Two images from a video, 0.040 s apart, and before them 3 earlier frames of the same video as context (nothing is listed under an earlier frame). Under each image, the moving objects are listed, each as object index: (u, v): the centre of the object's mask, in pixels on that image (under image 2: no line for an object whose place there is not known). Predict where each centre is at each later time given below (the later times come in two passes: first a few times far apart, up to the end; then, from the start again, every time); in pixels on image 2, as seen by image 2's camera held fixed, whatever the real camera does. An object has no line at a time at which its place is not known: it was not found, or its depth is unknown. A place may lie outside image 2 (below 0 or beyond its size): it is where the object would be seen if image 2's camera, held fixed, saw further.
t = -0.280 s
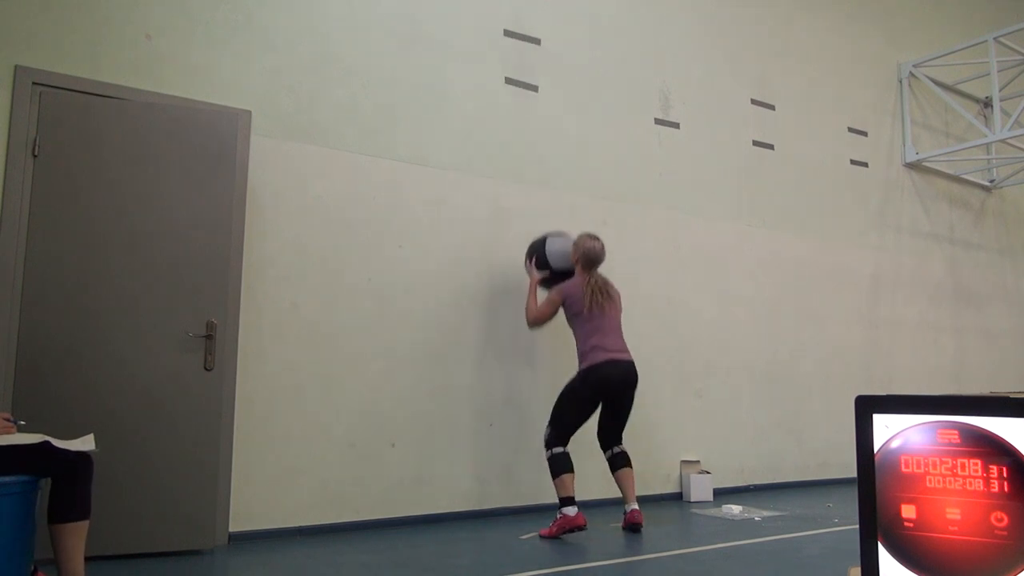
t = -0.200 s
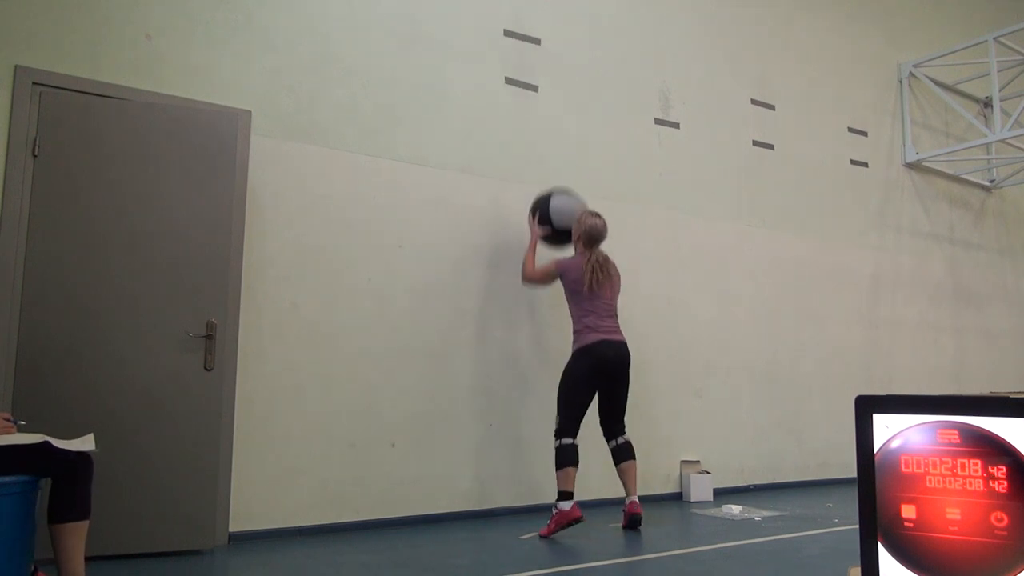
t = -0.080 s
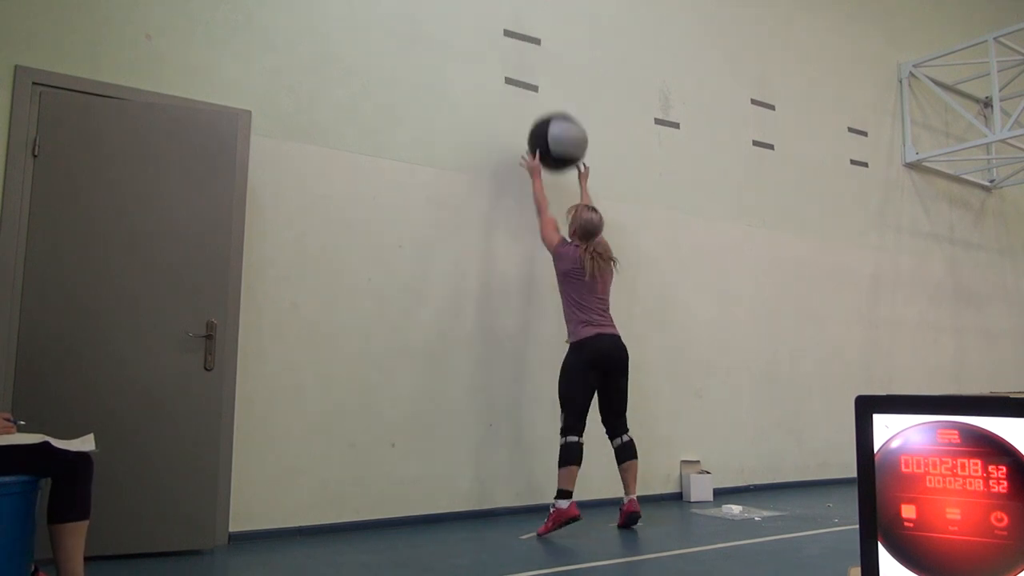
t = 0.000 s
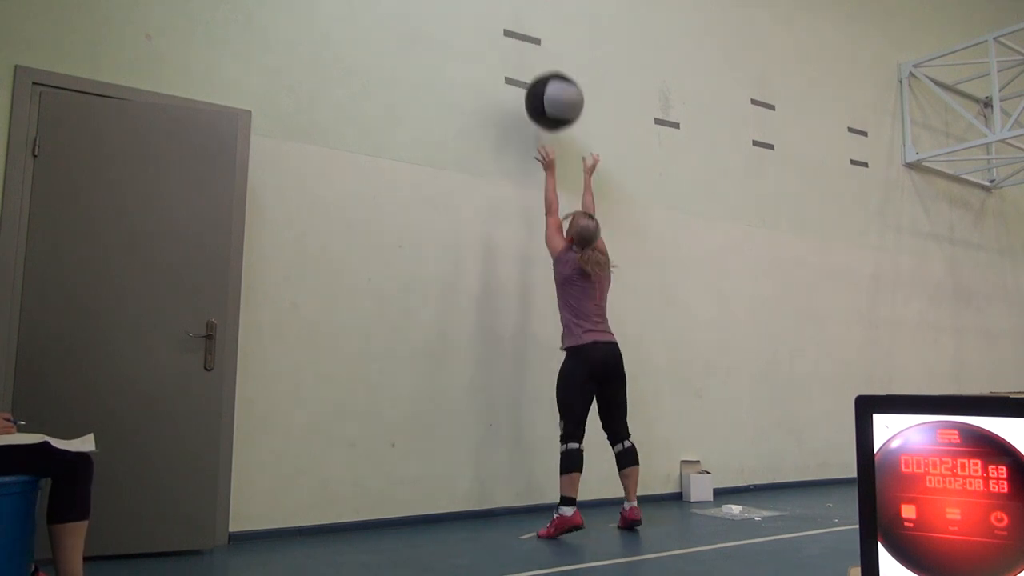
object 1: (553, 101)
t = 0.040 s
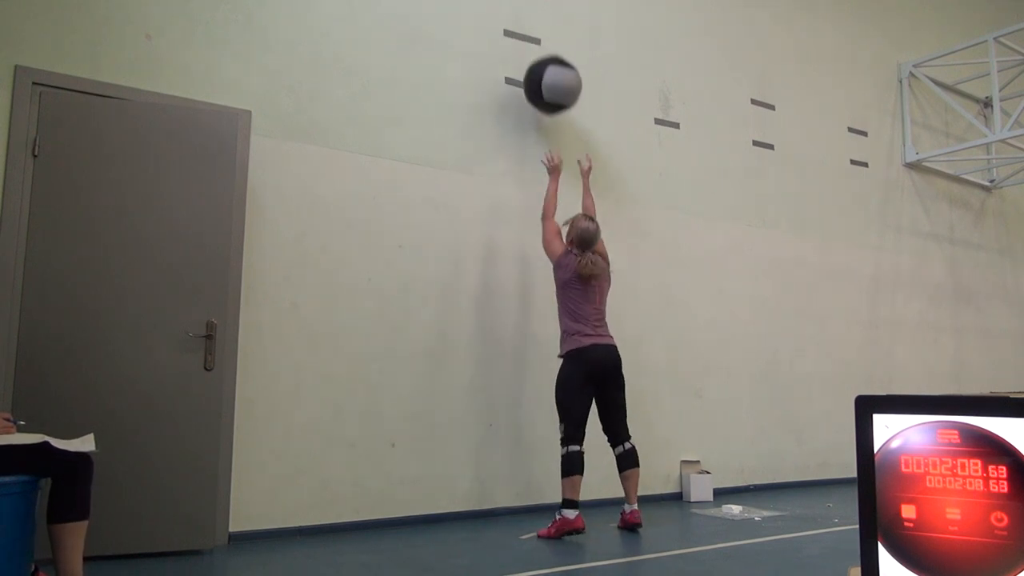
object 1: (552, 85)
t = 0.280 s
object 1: (543, 38)
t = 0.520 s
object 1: (550, 72)
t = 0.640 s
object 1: (553, 124)
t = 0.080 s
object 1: (550, 71)
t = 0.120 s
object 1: (548, 59)
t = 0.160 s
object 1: (547, 50)
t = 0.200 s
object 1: (545, 44)
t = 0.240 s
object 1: (543, 40)
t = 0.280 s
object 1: (543, 38)
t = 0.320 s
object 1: (544, 38)
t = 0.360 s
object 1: (545, 40)
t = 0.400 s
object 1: (546, 44)
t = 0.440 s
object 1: (547, 51)
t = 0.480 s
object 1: (548, 61)
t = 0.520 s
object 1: (550, 72)
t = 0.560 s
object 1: (551, 87)
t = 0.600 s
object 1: (552, 104)
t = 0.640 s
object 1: (553, 124)
